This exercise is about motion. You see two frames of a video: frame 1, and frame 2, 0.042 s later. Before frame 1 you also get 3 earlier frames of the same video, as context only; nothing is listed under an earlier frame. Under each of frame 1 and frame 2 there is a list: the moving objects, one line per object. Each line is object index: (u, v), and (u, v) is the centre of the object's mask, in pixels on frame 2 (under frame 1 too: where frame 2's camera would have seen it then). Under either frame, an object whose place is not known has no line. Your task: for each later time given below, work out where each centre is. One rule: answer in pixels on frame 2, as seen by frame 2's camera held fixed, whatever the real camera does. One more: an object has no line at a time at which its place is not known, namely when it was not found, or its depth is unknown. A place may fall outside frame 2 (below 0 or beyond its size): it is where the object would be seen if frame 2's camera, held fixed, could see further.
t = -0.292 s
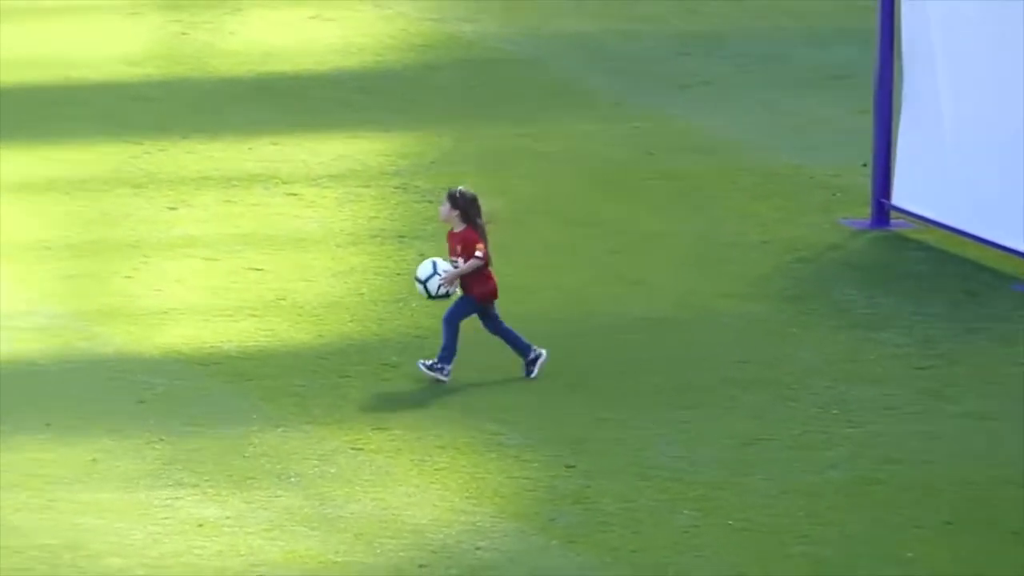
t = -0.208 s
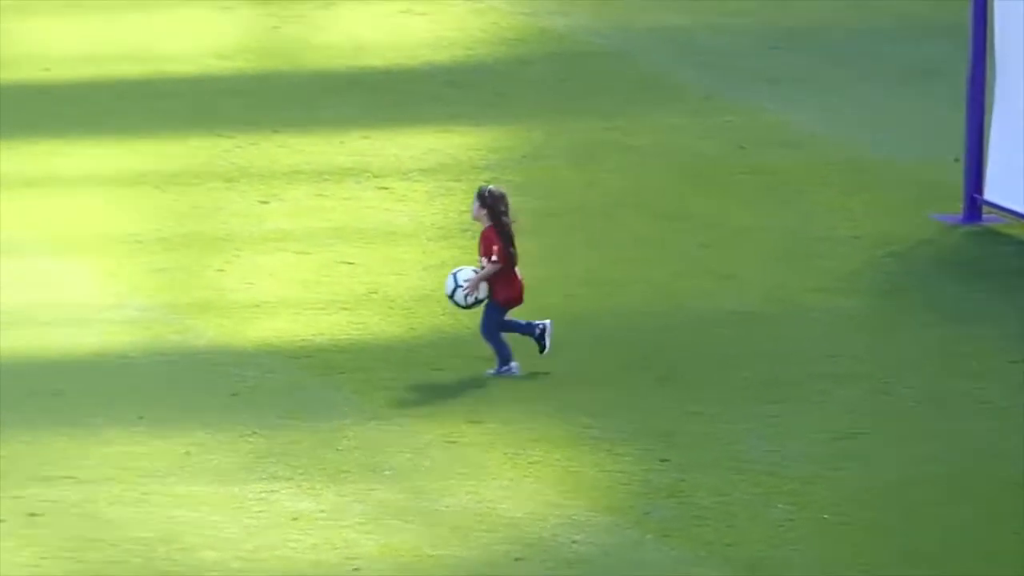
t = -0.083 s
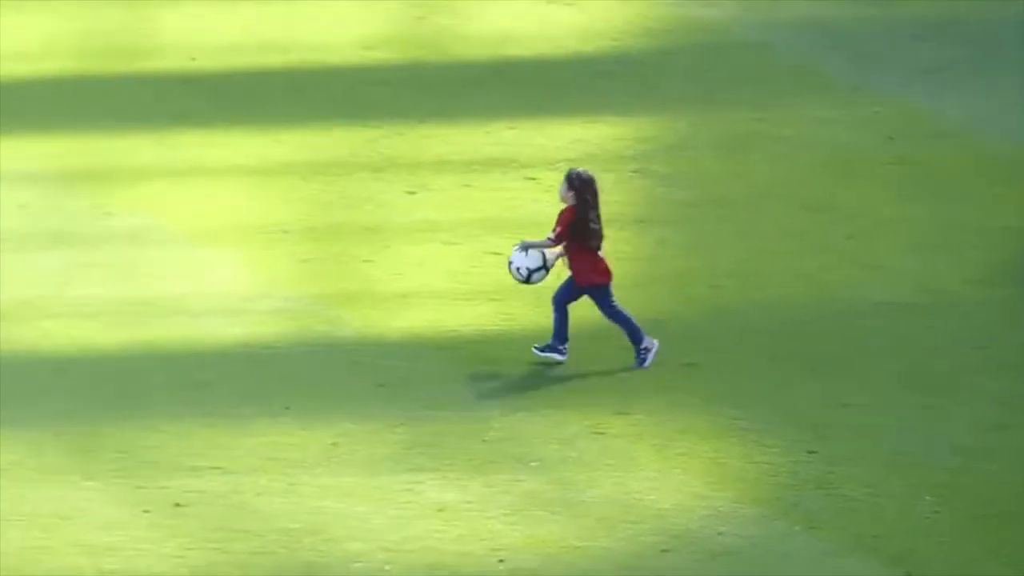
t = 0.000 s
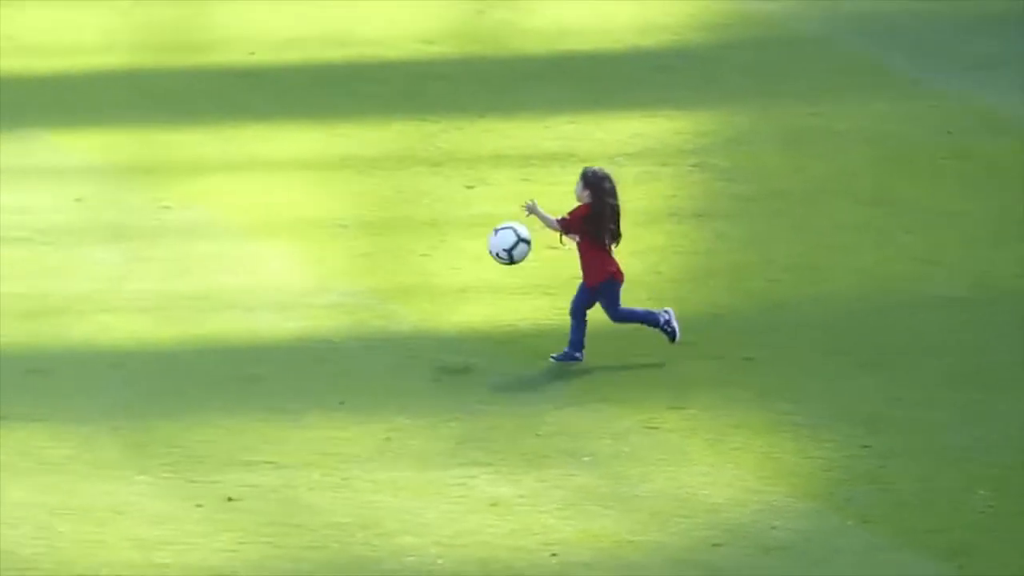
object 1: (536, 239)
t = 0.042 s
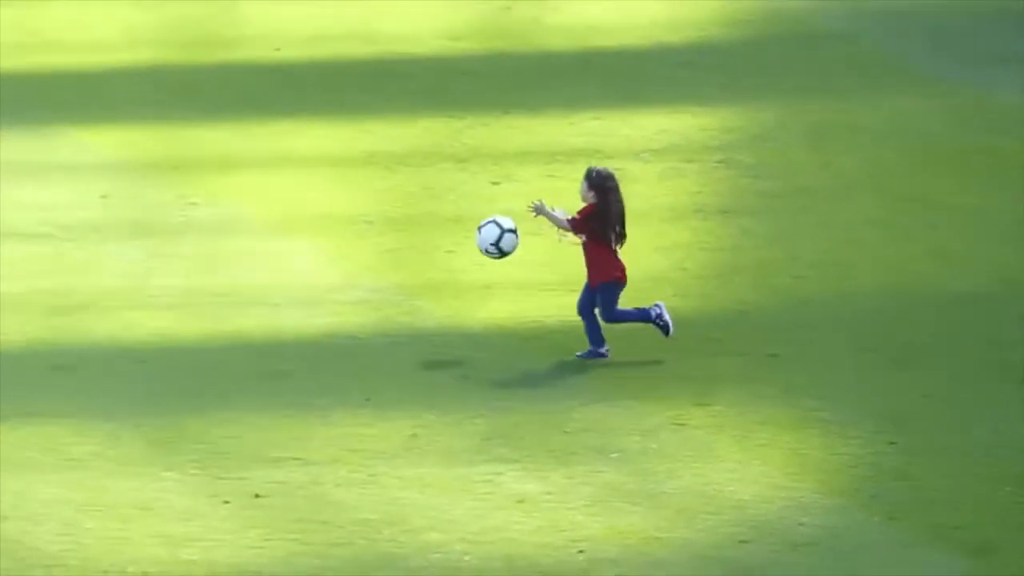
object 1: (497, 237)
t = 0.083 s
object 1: (459, 237)
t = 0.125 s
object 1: (422, 240)
